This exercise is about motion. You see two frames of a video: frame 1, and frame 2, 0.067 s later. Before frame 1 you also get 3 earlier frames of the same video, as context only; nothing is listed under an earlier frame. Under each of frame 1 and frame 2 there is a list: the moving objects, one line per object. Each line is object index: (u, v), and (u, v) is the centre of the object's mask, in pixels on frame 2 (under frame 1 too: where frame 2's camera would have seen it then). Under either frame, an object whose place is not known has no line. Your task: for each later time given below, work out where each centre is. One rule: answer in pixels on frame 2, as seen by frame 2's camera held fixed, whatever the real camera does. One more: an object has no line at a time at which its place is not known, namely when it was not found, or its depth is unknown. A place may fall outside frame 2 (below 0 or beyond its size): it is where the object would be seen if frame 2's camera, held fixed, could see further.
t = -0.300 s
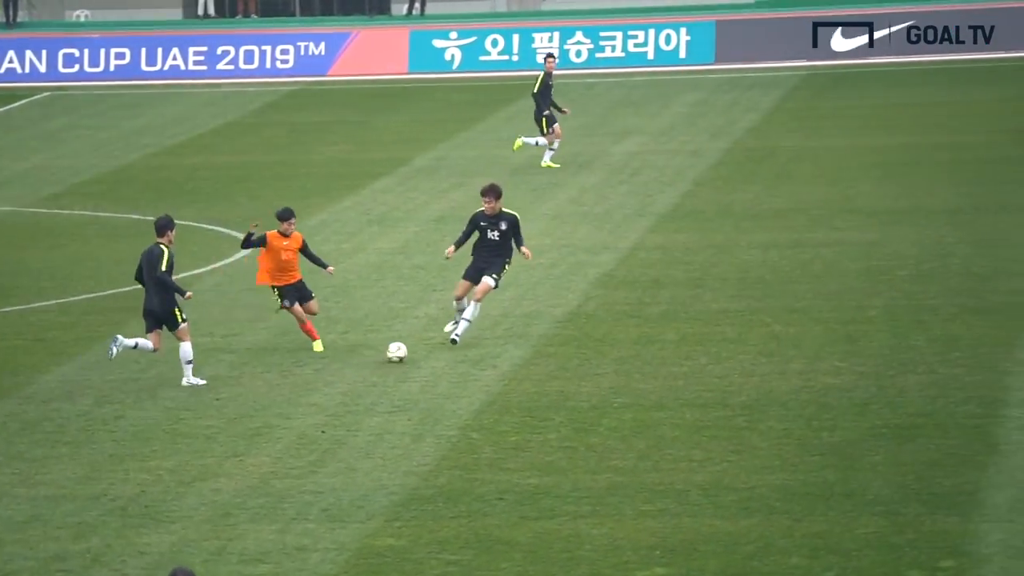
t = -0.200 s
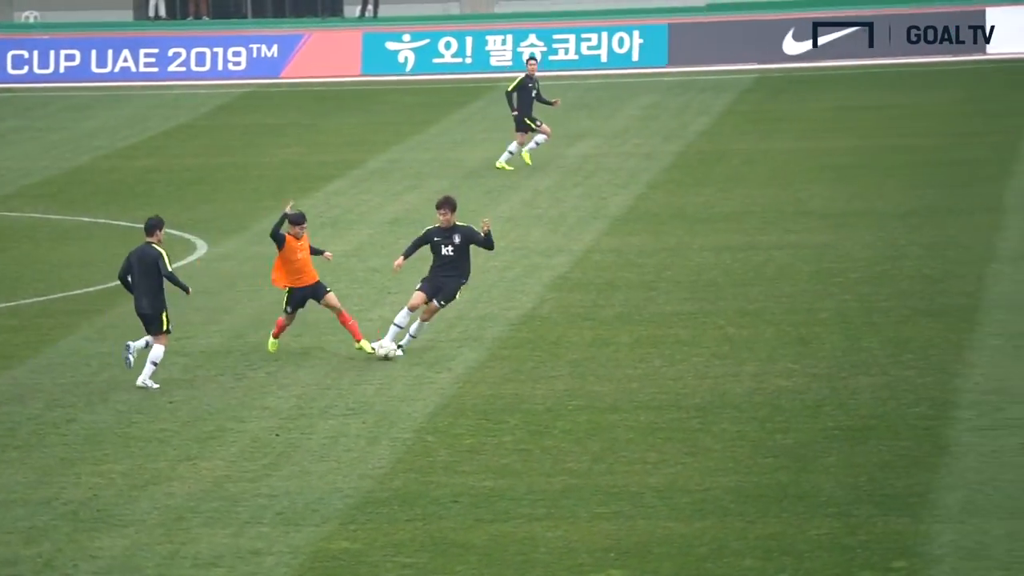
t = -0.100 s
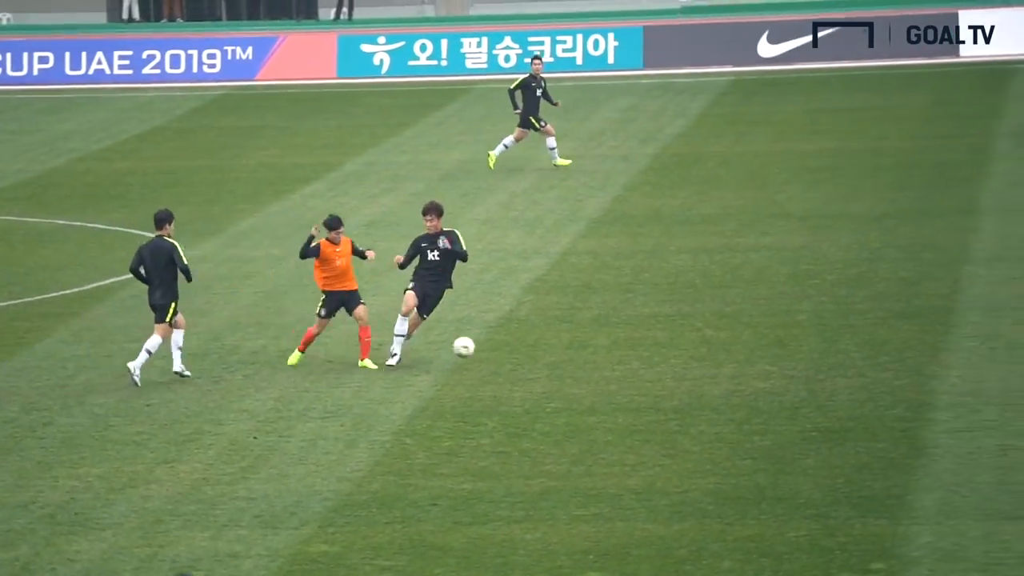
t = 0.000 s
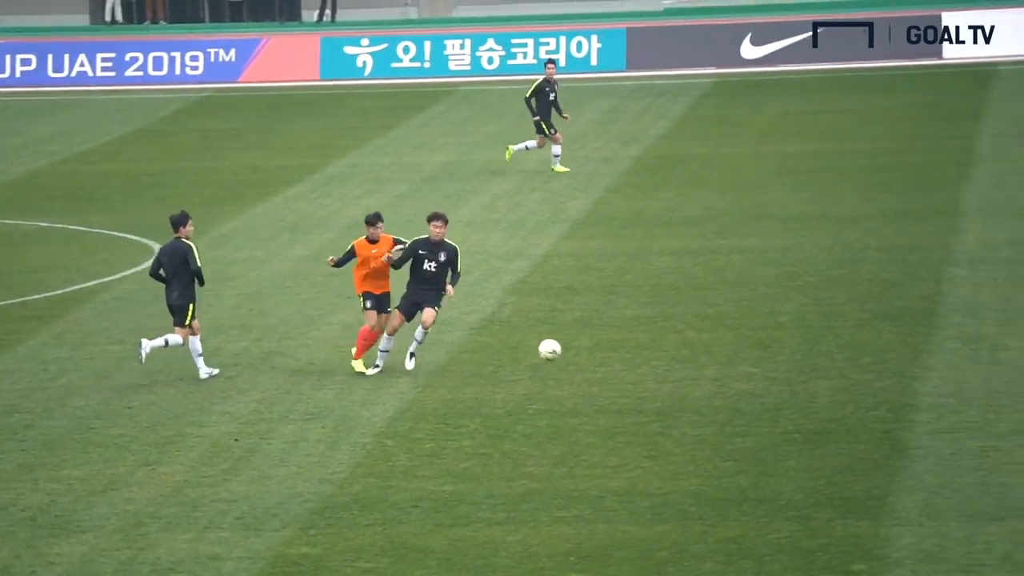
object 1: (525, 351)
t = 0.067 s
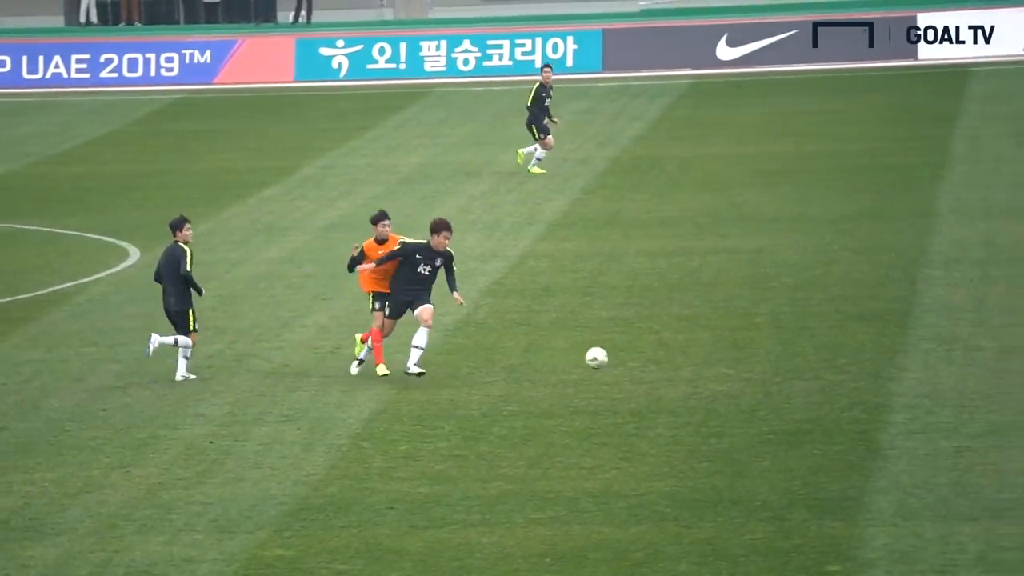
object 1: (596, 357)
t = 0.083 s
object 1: (614, 360)
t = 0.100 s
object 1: (633, 363)
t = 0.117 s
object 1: (651, 366)
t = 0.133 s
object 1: (669, 369)
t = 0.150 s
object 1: (688, 373)
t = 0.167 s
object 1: (706, 378)
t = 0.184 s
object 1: (725, 383)
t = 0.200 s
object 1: (744, 387)
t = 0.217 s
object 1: (759, 386)
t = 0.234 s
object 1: (774, 383)
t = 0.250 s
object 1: (790, 381)
